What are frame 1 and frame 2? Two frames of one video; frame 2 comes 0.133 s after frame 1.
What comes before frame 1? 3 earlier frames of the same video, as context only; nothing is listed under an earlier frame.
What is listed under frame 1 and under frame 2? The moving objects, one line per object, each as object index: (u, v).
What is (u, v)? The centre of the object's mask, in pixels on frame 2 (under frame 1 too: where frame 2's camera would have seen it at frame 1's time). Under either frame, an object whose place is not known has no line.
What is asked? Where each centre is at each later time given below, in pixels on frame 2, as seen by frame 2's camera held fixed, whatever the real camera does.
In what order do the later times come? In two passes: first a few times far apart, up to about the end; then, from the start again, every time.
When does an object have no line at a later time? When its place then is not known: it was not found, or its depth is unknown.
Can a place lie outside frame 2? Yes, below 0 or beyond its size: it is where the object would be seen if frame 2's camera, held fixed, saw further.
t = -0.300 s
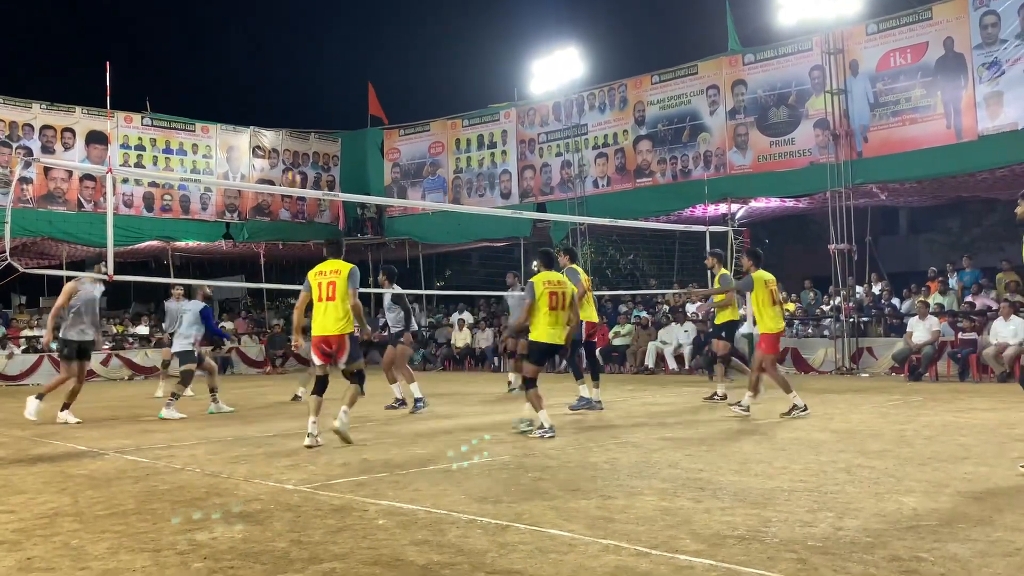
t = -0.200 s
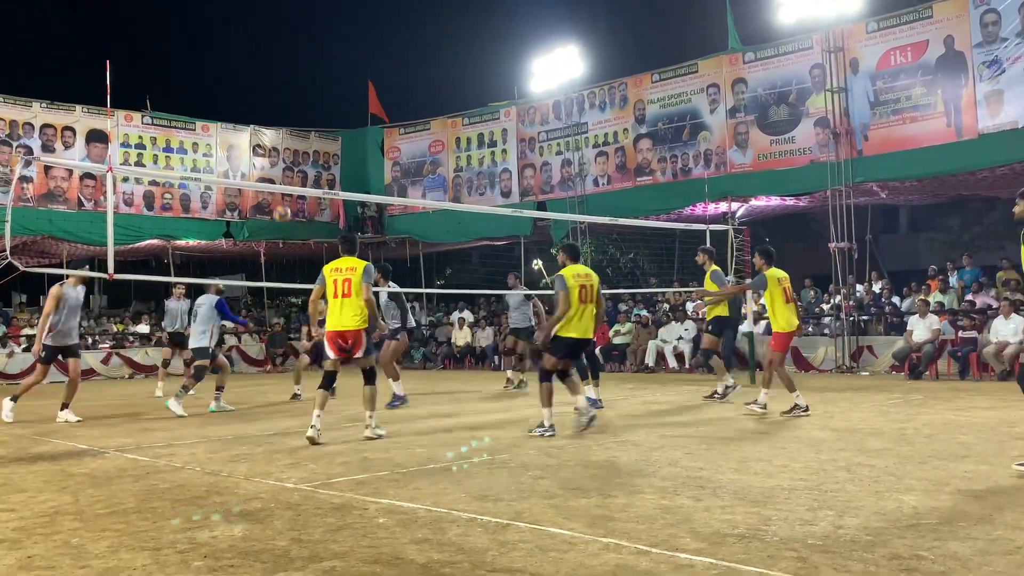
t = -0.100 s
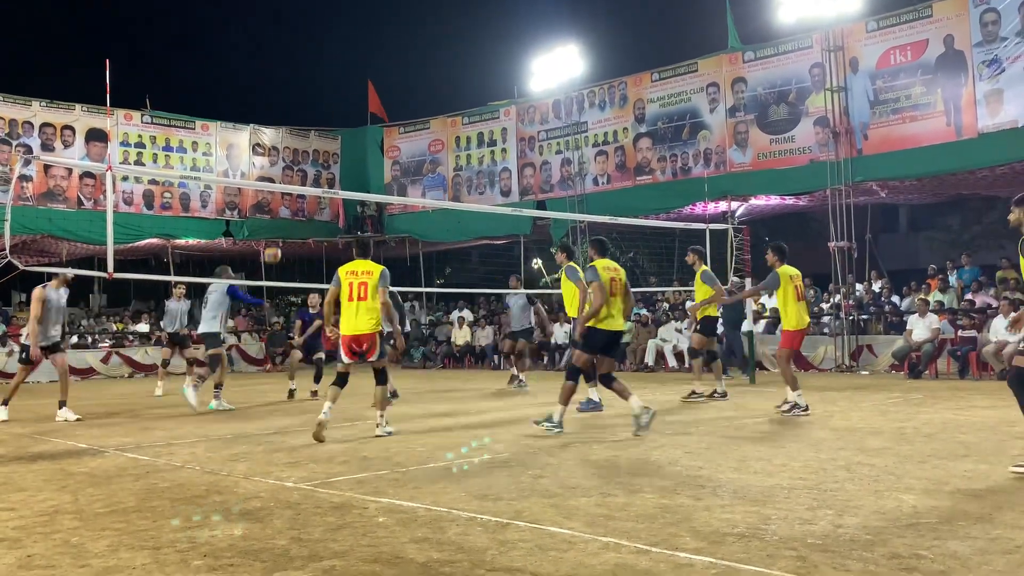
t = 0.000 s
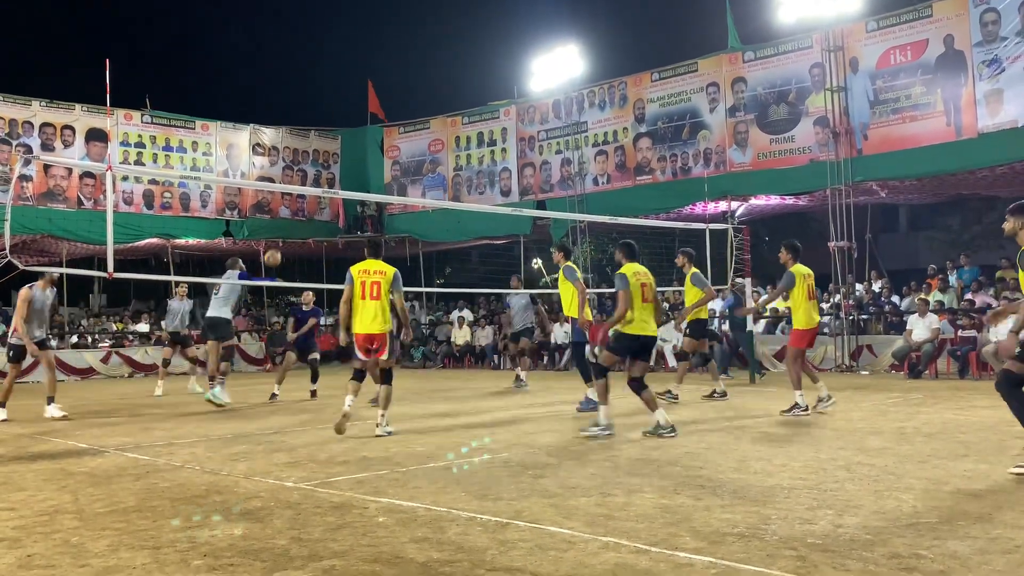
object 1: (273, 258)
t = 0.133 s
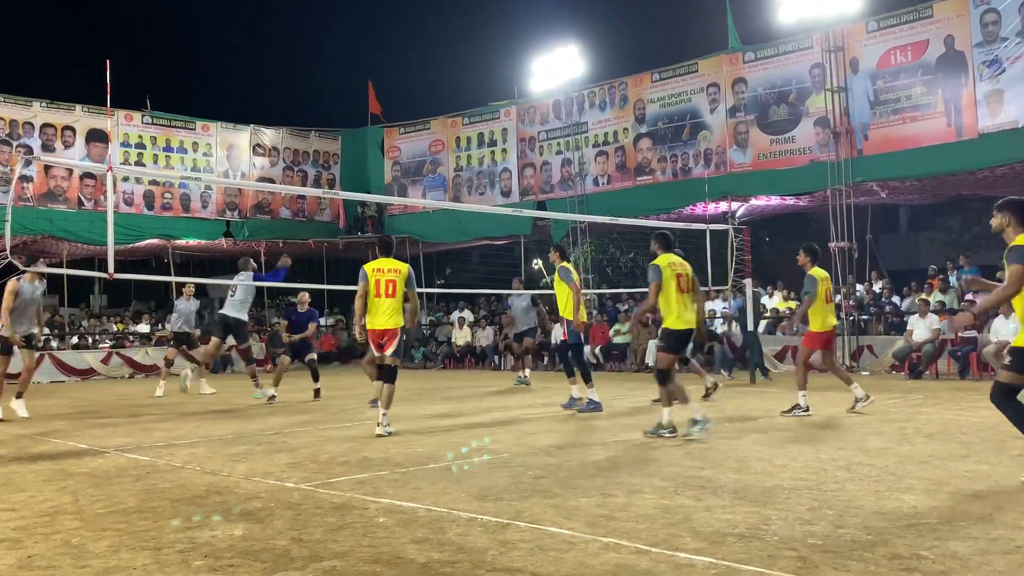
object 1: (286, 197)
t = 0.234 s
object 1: (298, 154)
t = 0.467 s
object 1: (320, 94)
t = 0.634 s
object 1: (335, 77)
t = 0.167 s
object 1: (292, 179)
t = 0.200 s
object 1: (296, 166)
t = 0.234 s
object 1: (298, 154)
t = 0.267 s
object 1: (302, 142)
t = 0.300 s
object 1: (305, 133)
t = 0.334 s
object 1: (308, 124)
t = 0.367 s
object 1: (311, 115)
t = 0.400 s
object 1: (314, 107)
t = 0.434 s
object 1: (317, 101)
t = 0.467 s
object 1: (320, 94)
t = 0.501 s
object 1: (323, 89)
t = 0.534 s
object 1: (326, 85)
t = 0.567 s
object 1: (329, 82)
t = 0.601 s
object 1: (332, 79)
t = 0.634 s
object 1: (335, 77)
